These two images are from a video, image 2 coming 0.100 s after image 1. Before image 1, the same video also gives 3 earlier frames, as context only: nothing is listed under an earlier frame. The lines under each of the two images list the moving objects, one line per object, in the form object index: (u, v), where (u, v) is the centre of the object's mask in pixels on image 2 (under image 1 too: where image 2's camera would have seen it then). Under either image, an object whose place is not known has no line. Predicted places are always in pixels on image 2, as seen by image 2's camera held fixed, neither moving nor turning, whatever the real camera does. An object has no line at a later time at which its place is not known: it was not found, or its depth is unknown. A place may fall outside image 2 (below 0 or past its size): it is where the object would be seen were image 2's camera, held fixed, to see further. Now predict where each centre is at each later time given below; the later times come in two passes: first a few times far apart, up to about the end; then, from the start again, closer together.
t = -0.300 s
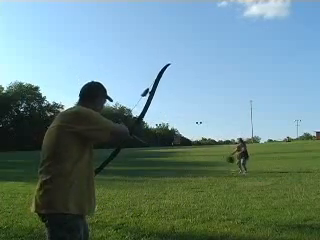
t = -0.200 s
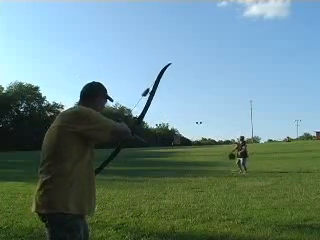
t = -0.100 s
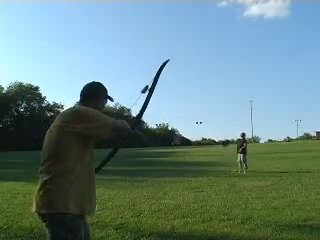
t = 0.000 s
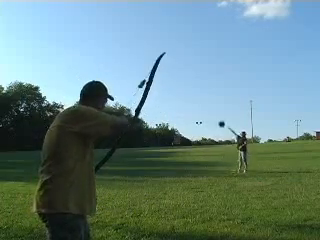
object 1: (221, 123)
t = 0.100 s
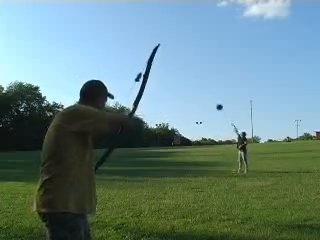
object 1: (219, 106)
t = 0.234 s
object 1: (216, 87)
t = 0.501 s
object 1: (211, 62)
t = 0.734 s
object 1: (206, 51)
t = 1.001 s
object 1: (200, 52)
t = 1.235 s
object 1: (195, 64)
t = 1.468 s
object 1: (191, 88)
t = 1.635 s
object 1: (187, 113)
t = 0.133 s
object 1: (218, 102)
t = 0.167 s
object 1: (217, 97)
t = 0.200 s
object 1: (217, 92)
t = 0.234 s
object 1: (216, 87)
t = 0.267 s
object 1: (215, 84)
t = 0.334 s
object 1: (214, 77)
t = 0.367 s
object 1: (213, 73)
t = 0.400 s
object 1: (213, 70)
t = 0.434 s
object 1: (212, 67)
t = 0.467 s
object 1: (211, 65)
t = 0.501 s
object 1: (211, 62)
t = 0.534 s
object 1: (210, 60)
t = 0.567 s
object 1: (209, 58)
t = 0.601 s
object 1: (208, 56)
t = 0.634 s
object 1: (208, 54)
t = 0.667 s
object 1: (207, 53)
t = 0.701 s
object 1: (206, 52)
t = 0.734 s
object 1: (206, 51)
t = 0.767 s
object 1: (205, 51)
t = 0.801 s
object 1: (204, 50)
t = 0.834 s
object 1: (204, 50)
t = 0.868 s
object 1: (203, 50)
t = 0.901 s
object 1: (202, 50)
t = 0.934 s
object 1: (202, 50)
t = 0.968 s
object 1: (201, 51)
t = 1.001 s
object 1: (200, 52)
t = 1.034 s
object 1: (199, 53)
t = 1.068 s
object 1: (199, 55)
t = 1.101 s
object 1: (198, 56)
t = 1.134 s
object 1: (198, 58)
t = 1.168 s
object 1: (197, 60)
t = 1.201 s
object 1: (196, 62)
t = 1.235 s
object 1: (195, 64)
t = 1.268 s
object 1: (195, 67)
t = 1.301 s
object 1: (194, 70)
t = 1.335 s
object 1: (194, 73)
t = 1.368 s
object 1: (193, 76)
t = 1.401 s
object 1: (192, 80)
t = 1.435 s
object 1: (191, 84)
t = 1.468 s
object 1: (191, 88)
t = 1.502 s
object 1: (190, 93)
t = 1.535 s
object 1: (189, 98)
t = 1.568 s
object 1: (189, 103)
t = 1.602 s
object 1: (188, 108)
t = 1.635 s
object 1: (187, 113)
